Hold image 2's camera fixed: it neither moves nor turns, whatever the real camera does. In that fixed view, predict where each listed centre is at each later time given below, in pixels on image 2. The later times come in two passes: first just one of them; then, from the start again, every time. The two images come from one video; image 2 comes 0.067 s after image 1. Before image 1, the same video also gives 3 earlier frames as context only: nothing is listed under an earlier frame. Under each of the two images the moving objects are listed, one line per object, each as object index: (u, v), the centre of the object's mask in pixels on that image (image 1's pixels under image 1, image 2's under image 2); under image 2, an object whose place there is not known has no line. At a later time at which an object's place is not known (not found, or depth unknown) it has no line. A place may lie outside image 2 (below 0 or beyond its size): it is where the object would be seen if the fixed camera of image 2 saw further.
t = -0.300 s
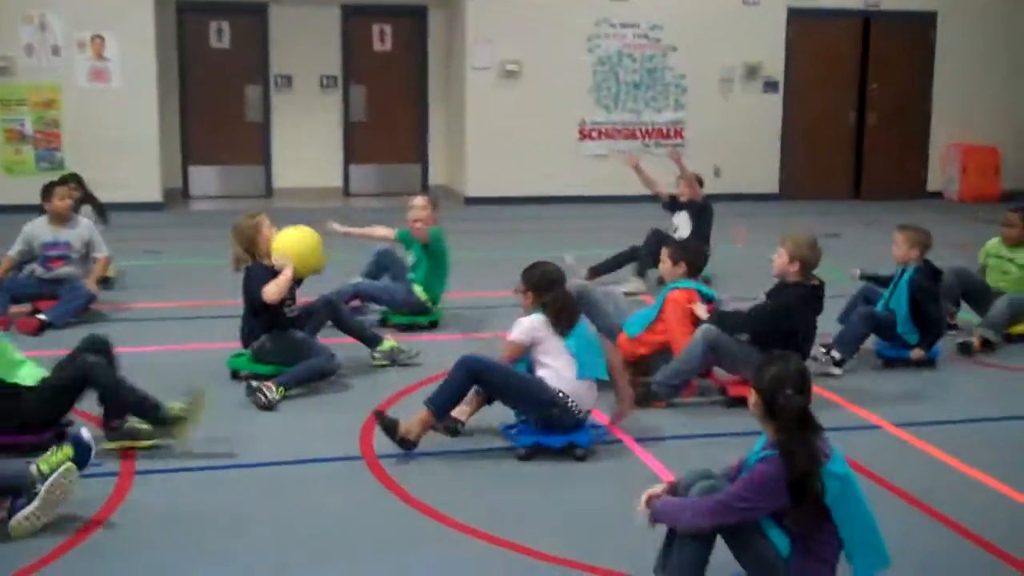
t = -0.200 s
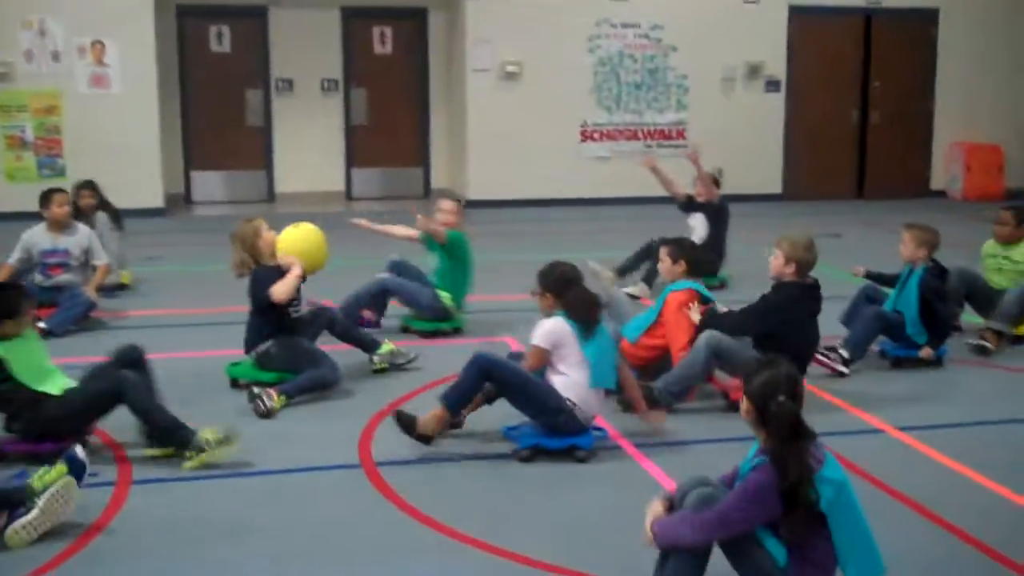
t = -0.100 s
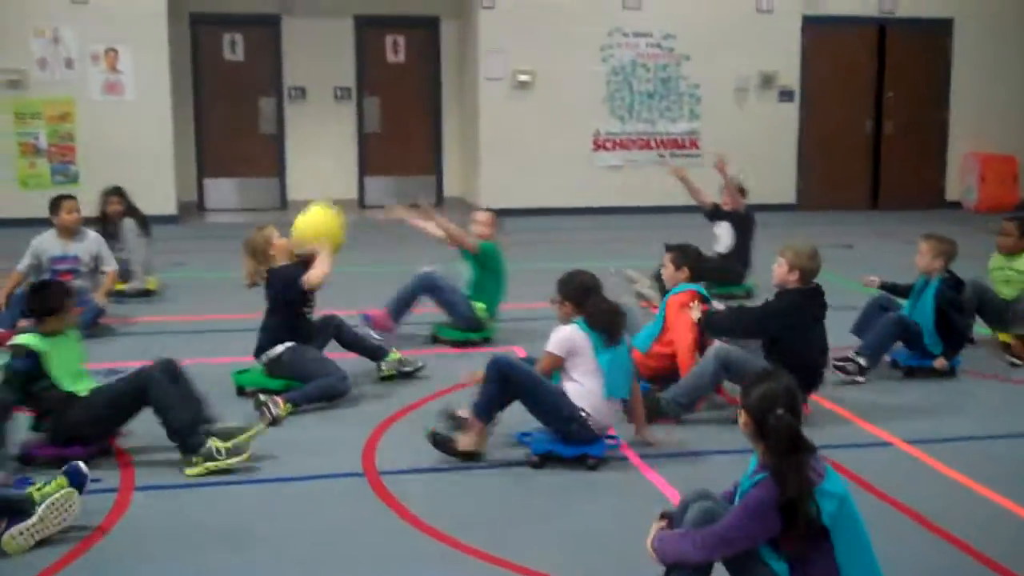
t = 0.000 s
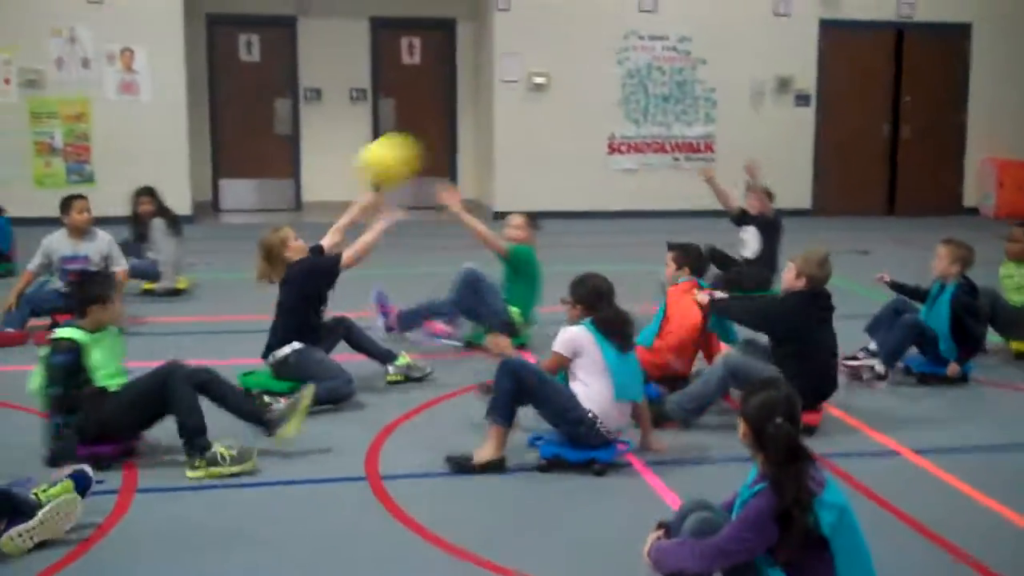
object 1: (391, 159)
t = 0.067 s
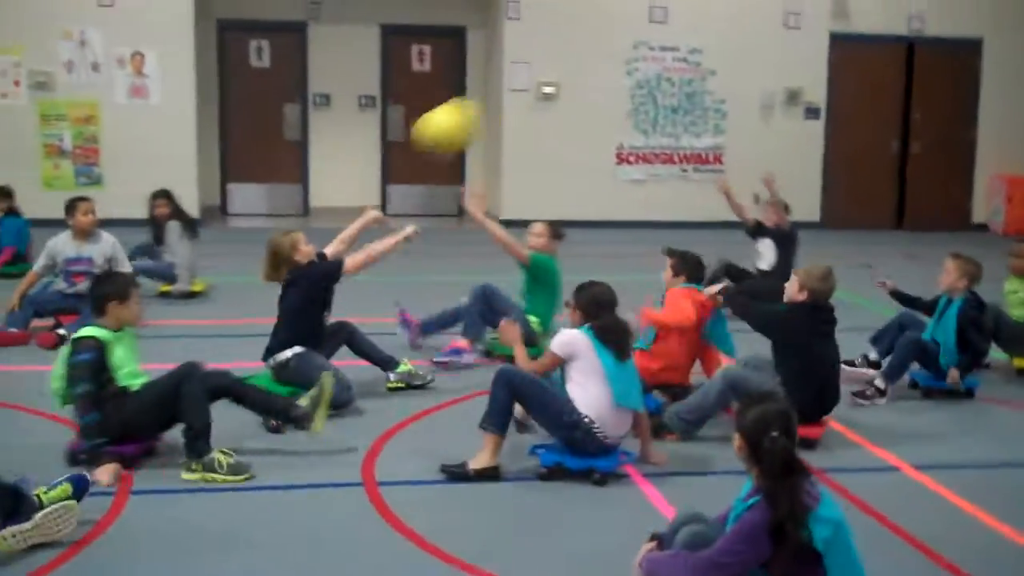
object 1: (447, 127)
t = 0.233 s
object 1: (582, 56)
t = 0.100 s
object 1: (475, 109)
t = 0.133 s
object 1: (502, 94)
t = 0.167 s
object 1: (528, 78)
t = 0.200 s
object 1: (556, 66)
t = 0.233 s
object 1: (582, 56)
